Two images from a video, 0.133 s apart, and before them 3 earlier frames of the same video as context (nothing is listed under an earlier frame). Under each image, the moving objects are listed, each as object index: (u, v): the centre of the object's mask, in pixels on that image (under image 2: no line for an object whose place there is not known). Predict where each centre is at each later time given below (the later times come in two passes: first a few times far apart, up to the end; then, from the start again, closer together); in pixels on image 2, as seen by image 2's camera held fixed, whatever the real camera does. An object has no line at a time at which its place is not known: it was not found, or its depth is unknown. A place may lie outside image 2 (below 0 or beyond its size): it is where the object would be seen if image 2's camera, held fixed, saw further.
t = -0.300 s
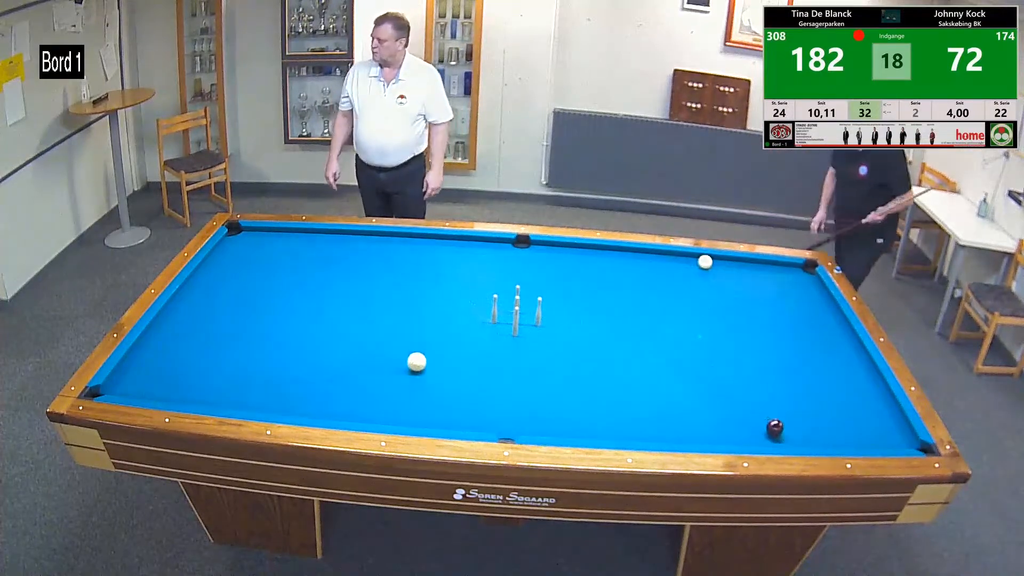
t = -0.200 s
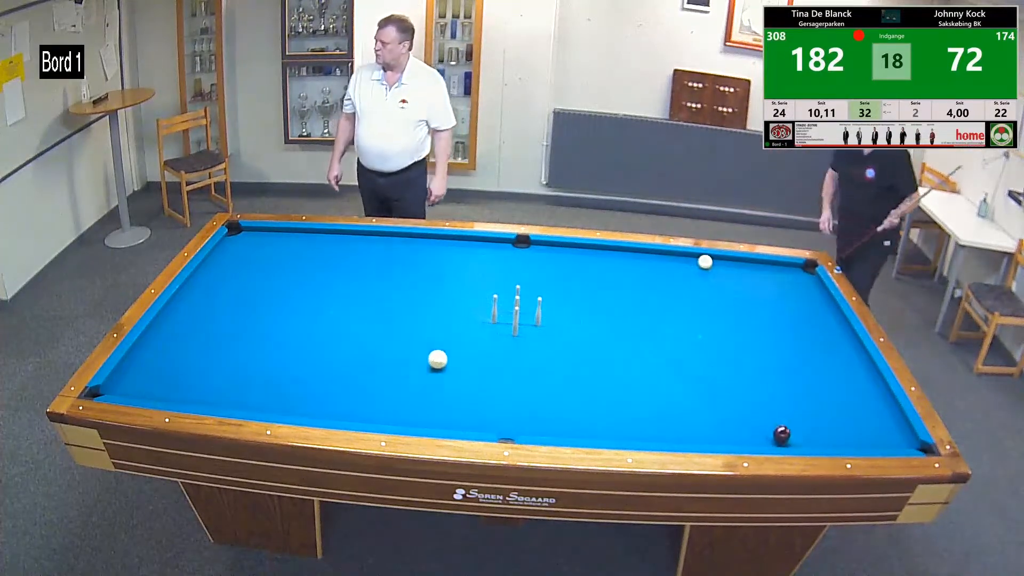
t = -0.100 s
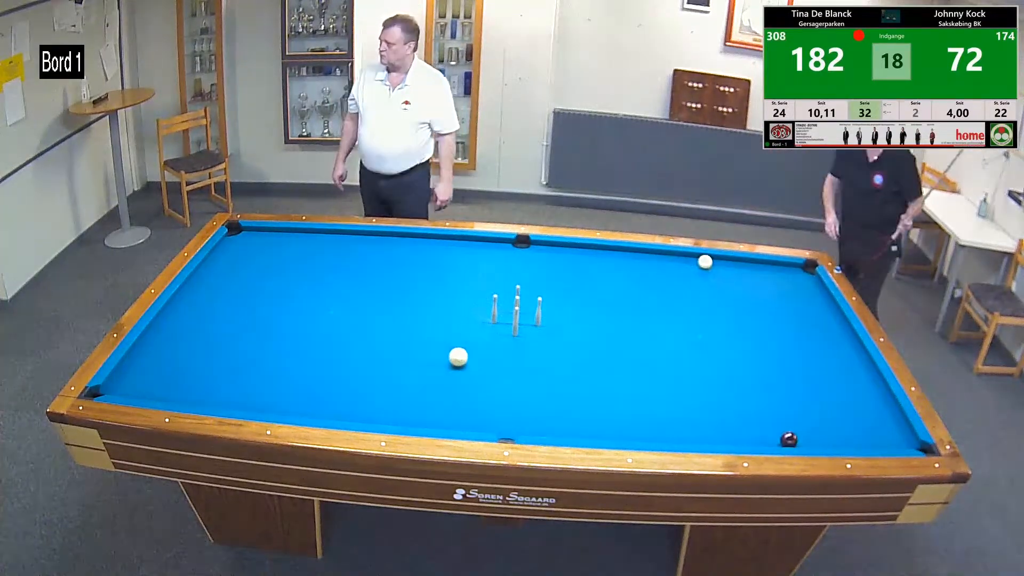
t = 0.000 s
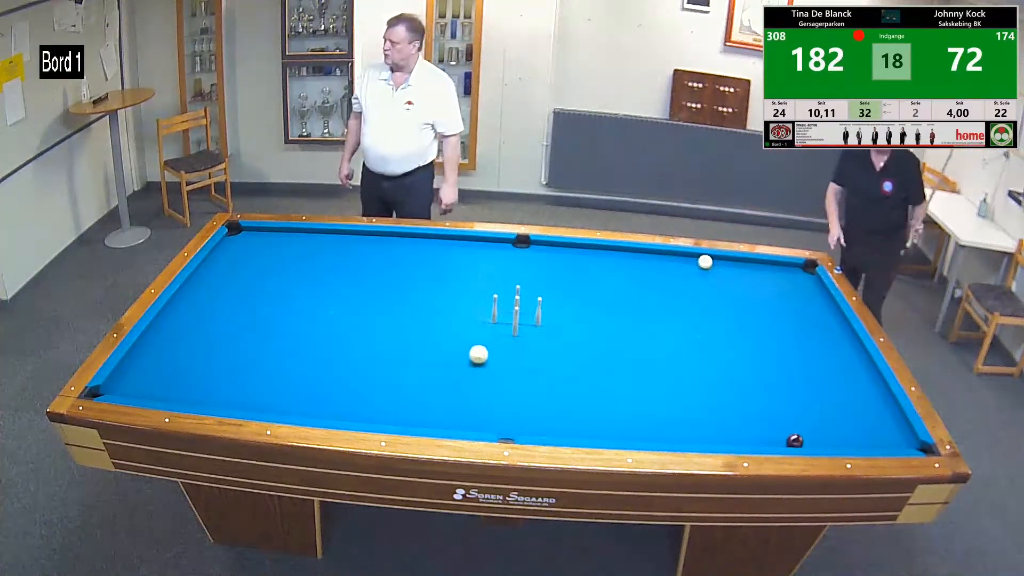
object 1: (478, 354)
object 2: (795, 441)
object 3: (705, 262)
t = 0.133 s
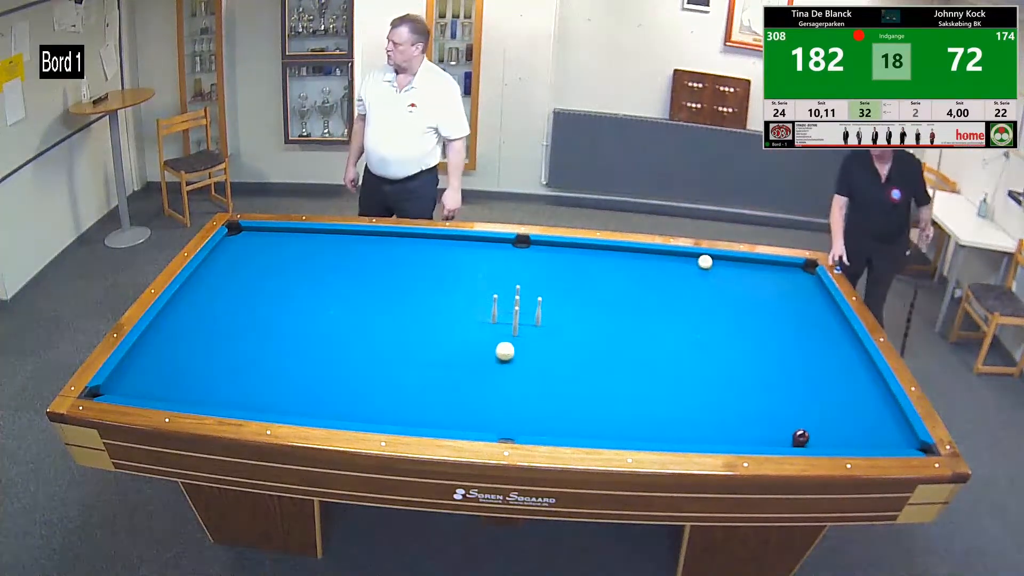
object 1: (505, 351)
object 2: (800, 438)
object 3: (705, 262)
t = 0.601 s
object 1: (591, 341)
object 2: (819, 424)
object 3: (705, 262)
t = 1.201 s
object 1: (686, 328)
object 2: (838, 407)
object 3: (705, 262)
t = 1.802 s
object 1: (764, 318)
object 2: (854, 393)
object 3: (705, 262)
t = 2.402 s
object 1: (828, 310)
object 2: (866, 382)
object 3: (705, 262)
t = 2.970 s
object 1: (797, 294)
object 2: (875, 375)
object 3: (705, 262)
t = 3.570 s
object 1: (753, 277)
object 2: (865, 369)
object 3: (705, 262)
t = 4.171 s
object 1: (718, 264)
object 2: (858, 365)
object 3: (702, 261)
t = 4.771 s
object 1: (712, 259)
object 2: (856, 363)
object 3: (680, 256)
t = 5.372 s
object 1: (709, 258)
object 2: (856, 362)
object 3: (665, 254)
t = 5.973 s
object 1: (709, 258)
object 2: (856, 362)
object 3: (656, 255)
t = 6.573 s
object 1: (709, 258)
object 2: (856, 362)
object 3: (649, 255)
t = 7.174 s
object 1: (709, 258)
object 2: (856, 362)
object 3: (646, 255)
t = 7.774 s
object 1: (709, 258)
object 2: (855, 362)
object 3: (645, 255)
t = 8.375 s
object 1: (709, 258)
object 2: (856, 363)
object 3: (645, 255)
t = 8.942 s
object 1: (709, 258)
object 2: (855, 362)
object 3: (645, 255)
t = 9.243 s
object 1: (709, 258)
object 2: (856, 362)
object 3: (645, 255)
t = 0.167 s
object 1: (511, 350)
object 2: (802, 438)
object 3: (705, 262)
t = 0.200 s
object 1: (518, 350)
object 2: (803, 437)
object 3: (705, 262)
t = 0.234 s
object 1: (524, 349)
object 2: (805, 437)
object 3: (705, 262)
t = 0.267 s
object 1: (530, 348)
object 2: (806, 435)
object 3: (705, 262)
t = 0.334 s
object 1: (543, 346)
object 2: (809, 432)
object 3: (705, 262)
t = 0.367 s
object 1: (549, 346)
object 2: (810, 431)
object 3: (705, 262)
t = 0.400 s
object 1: (555, 345)
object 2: (812, 430)
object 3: (705, 262)
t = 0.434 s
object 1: (561, 344)
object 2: (813, 429)
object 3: (705, 262)
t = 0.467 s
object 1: (567, 343)
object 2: (814, 428)
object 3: (705, 262)
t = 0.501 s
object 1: (573, 343)
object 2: (815, 427)
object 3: (705, 262)
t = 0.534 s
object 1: (579, 342)
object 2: (817, 425)
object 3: (705, 262)
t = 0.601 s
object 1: (591, 341)
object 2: (819, 424)
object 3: (705, 262)
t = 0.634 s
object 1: (596, 340)
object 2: (820, 422)
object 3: (705, 262)
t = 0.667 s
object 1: (602, 339)
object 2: (821, 421)
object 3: (705, 262)
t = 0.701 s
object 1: (608, 338)
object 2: (823, 420)
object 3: (705, 262)
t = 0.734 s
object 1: (613, 337)
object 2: (824, 419)
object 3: (705, 262)
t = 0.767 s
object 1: (619, 337)
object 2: (825, 418)
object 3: (705, 262)
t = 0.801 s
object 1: (624, 336)
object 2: (826, 418)
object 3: (705, 262)
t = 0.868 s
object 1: (635, 335)
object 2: (828, 416)
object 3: (705, 262)
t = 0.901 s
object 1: (640, 334)
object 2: (829, 415)
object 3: (705, 262)
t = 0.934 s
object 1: (646, 333)
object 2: (830, 414)
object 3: (705, 262)
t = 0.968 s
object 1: (651, 333)
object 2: (831, 413)
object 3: (705, 262)
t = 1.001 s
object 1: (656, 332)
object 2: (832, 412)
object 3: (705, 262)
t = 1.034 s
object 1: (661, 331)
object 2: (833, 411)
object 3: (705, 262)
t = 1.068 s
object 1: (666, 331)
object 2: (834, 410)
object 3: (705, 262)
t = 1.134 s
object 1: (676, 330)
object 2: (836, 408)
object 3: (705, 262)
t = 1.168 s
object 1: (681, 329)
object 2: (837, 407)
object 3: (705, 262)
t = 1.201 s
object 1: (686, 328)
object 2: (838, 407)
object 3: (705, 262)
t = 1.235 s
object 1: (691, 328)
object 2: (839, 406)
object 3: (705, 262)
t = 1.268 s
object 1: (695, 327)
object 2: (840, 405)
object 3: (705, 262)
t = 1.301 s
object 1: (700, 327)
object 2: (841, 404)
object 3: (705, 262)
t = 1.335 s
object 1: (704, 326)
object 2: (842, 403)
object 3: (705, 262)
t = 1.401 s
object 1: (714, 325)
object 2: (844, 402)
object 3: (705, 262)
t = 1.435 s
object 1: (718, 324)
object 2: (845, 401)
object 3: (705, 262)
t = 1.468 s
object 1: (722, 324)
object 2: (846, 400)
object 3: (705, 262)
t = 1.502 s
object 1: (727, 323)
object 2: (846, 400)
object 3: (705, 262)
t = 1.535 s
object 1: (731, 323)
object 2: (847, 399)
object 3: (705, 262)
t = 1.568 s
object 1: (736, 322)
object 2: (848, 398)
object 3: (705, 262)
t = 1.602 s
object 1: (740, 321)
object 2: (849, 397)
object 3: (705, 262)
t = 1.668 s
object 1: (748, 320)
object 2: (850, 396)
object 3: (705, 262)
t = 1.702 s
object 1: (752, 320)
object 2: (851, 395)
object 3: (705, 262)
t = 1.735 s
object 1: (756, 319)
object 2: (852, 395)
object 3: (705, 262)
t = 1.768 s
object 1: (760, 319)
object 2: (853, 394)
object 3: (705, 262)
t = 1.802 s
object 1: (764, 318)
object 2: (854, 393)
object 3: (705, 262)
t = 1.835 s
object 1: (768, 318)
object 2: (854, 393)
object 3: (705, 262)
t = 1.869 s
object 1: (772, 317)
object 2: (855, 392)
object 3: (705, 262)
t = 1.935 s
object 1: (779, 316)
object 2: (856, 391)
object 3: (705, 262)
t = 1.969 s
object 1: (783, 316)
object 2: (857, 390)
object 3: (705, 262)
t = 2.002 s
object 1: (787, 316)
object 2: (858, 389)
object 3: (705, 262)
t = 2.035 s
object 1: (791, 315)
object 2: (859, 389)
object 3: (705, 262)
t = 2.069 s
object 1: (794, 314)
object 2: (859, 388)
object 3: (705, 262)
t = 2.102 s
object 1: (798, 314)
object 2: (860, 387)
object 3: (705, 262)
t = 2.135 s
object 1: (801, 313)
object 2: (861, 387)
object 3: (705, 262)
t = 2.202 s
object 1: (808, 313)
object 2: (862, 386)
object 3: (705, 262)
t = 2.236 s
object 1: (812, 312)
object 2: (863, 385)
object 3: (705, 262)
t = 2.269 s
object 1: (815, 312)
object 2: (863, 385)
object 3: (705, 262)
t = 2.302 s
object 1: (818, 311)
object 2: (864, 384)
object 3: (705, 262)
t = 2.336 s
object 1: (822, 311)
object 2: (865, 383)
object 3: (705, 262)
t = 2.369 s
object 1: (825, 310)
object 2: (865, 383)
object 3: (705, 262)
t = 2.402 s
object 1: (828, 310)
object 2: (866, 382)
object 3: (705, 262)
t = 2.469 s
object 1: (834, 309)
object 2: (867, 382)
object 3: (705, 262)
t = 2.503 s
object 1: (835, 308)
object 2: (868, 381)
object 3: (705, 262)
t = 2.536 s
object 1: (832, 307)
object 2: (868, 380)
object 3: (705, 262)
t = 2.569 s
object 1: (829, 306)
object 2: (869, 380)
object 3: (705, 262)
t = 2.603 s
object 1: (826, 305)
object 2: (869, 379)
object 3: (705, 262)
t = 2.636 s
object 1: (823, 304)
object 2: (870, 379)
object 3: (705, 262)
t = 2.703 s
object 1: (818, 302)
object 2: (871, 378)
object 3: (705, 262)
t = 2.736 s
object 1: (816, 301)
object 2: (871, 377)
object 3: (705, 262)
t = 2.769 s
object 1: (813, 300)
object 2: (872, 377)
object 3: (705, 262)
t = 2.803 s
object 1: (810, 299)
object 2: (872, 376)
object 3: (705, 262)
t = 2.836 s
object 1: (807, 298)
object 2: (873, 376)
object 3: (705, 262)
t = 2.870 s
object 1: (805, 297)
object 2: (873, 376)
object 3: (705, 262)
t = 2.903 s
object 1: (802, 296)
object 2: (874, 375)
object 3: (705, 262)
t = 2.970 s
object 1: (797, 294)
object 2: (875, 375)
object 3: (705, 262)
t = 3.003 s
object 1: (794, 293)
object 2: (875, 374)
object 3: (705, 262)
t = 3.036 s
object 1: (792, 292)
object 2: (874, 374)
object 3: (705, 262)
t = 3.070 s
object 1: (789, 291)
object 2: (874, 374)
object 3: (705, 262)
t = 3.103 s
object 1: (787, 290)
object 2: (873, 373)
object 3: (705, 262)
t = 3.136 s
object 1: (784, 289)
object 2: (873, 373)
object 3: (705, 262)
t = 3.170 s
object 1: (782, 288)
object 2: (872, 372)
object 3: (705, 262)
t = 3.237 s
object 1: (777, 286)
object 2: (871, 372)
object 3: (705, 262)
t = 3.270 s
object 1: (775, 285)
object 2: (870, 372)
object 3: (705, 262)
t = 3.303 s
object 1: (772, 284)
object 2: (870, 371)
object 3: (705, 262)
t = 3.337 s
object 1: (770, 283)
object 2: (869, 371)
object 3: (705, 262)
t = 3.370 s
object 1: (767, 283)
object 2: (869, 371)
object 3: (705, 262)
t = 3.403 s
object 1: (765, 282)
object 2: (868, 370)
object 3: (705, 262)
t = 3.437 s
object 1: (763, 281)
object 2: (867, 370)
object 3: (705, 262)
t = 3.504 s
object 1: (758, 279)
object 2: (866, 369)
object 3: (705, 262)
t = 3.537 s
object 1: (755, 278)
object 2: (866, 369)
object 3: (705, 262)
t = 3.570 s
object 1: (753, 277)
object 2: (865, 369)
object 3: (705, 262)
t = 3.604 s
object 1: (751, 276)
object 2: (864, 368)
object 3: (705, 262)
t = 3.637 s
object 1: (749, 276)
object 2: (864, 368)
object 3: (705, 262)
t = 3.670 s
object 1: (746, 275)
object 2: (864, 368)
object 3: (705, 262)
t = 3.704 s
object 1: (744, 274)
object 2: (863, 368)
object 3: (705, 262)
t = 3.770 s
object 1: (740, 272)
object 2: (863, 367)
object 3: (705, 262)
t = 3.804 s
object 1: (737, 272)
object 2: (862, 367)
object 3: (705, 262)
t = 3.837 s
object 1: (735, 271)
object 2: (862, 367)
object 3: (705, 262)
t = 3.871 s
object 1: (733, 270)
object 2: (861, 367)
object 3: (705, 262)
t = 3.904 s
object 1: (731, 269)
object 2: (861, 366)
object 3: (705, 262)
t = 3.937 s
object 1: (728, 268)
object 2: (860, 366)
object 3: (705, 262)
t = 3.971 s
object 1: (726, 268)
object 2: (860, 366)
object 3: (705, 262)
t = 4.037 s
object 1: (722, 266)
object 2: (860, 365)
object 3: (705, 262)
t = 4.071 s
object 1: (720, 265)
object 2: (860, 365)
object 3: (705, 262)
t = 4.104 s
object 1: (718, 265)
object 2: (859, 365)
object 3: (705, 262)
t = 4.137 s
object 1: (718, 264)
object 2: (859, 365)
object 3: (703, 261)
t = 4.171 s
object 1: (718, 264)
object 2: (858, 365)
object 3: (702, 261)
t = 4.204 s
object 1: (717, 264)
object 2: (858, 365)
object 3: (700, 261)
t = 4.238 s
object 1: (717, 263)
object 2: (858, 365)
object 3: (699, 260)
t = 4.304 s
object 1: (716, 263)
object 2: (858, 364)
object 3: (697, 260)
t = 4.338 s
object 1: (716, 262)
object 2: (858, 364)
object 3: (695, 259)
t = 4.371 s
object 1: (715, 262)
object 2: (857, 364)
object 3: (694, 259)
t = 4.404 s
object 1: (715, 262)
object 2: (857, 364)
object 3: (693, 259)
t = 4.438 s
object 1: (715, 261)
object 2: (857, 364)
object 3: (692, 258)
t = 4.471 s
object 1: (714, 261)
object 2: (857, 364)
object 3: (691, 258)
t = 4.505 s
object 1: (714, 261)
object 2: (857, 364)
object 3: (689, 258)
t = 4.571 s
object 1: (713, 261)
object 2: (857, 363)
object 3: (687, 257)
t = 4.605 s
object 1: (713, 260)
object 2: (857, 363)
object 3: (686, 257)
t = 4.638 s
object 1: (713, 260)
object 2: (856, 363)
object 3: (685, 257)
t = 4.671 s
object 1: (713, 260)
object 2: (856, 363)
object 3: (684, 256)
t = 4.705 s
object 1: (712, 259)
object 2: (856, 363)
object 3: (682, 256)
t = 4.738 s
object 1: (712, 259)
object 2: (856, 363)
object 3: (681, 256)
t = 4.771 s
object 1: (712, 259)
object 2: (856, 363)
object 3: (680, 256)
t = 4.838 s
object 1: (711, 258)
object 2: (856, 363)
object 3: (678, 255)
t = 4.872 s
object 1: (711, 258)
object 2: (856, 363)
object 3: (677, 255)
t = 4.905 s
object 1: (711, 258)
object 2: (856, 363)
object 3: (676, 255)
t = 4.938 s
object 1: (711, 258)
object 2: (856, 362)
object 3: (675, 254)
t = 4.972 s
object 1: (710, 258)
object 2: (856, 362)
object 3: (674, 254)
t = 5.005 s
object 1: (710, 257)
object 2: (856, 362)
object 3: (673, 254)
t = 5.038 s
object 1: (710, 257)
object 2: (856, 362)
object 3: (672, 254)
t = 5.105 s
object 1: (710, 257)
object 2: (856, 362)
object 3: (671, 254)
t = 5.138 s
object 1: (710, 257)
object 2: (856, 362)
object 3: (670, 254)
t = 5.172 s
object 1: (709, 257)
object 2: (856, 362)
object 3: (669, 254)
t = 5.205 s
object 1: (709, 257)
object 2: (856, 362)
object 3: (668, 254)
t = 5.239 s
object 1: (709, 257)
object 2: (856, 362)
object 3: (668, 254)
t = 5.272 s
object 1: (709, 257)
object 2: (856, 362)
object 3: (667, 254)
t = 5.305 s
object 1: (709, 257)
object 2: (856, 362)
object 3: (667, 254)
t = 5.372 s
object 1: (709, 258)
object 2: (856, 362)
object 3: (665, 254)
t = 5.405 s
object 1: (709, 258)
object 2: (856, 362)
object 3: (664, 254)
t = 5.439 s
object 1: (709, 258)
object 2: (856, 362)
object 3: (664, 254)
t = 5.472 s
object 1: (709, 258)
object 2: (856, 362)
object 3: (663, 254)
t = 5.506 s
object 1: (709, 258)
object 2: (856, 362)
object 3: (663, 254)
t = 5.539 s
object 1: (709, 258)
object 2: (856, 362)
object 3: (662, 254)
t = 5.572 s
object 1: (709, 258)
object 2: (856, 362)
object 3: (662, 254)
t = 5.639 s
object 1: (709, 258)
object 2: (856, 362)
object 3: (661, 254)
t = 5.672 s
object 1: (709, 258)
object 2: (856, 362)
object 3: (660, 254)
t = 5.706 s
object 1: (709, 258)
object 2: (856, 362)
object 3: (659, 254)
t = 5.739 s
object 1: (709, 258)
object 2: (856, 362)
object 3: (659, 254)
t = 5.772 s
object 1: (709, 258)
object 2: (856, 362)
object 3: (658, 254)
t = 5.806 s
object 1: (709, 258)
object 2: (856, 362)
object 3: (658, 254)
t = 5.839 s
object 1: (709, 258)
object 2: (856, 362)
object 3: (657, 255)
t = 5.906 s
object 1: (709, 258)
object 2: (856, 362)
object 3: (657, 255)
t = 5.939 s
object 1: (709, 258)
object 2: (856, 362)
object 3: (656, 255)
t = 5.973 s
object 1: (709, 258)
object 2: (856, 362)
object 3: (656, 255)
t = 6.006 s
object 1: (709, 258)
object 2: (856, 362)
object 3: (655, 255)
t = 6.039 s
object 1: (709, 258)
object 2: (856, 362)
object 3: (655, 255)
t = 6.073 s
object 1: (709, 258)
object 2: (856, 362)
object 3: (654, 255)
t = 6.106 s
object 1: (709, 258)
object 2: (856, 362)
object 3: (654, 255)
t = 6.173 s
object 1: (709, 258)
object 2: (856, 362)
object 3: (653, 255)
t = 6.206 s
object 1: (709, 258)
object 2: (856, 362)
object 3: (653, 255)
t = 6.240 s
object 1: (709, 258)
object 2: (855, 362)
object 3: (652, 255)
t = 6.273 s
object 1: (709, 258)
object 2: (855, 362)
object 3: (652, 255)
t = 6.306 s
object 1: (709, 258)
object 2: (856, 362)
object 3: (652, 255)
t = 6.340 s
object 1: (709, 258)
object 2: (856, 362)
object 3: (651, 255)
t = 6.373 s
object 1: (709, 258)
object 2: (856, 362)
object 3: (651, 255)
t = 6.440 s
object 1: (709, 258)
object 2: (855, 362)
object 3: (650, 255)
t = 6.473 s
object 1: (709, 258)
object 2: (855, 362)
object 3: (650, 255)
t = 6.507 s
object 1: (709, 258)
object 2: (855, 362)
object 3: (650, 255)
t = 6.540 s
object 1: (709, 258)
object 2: (855, 362)
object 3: (649, 255)
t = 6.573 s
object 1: (709, 258)
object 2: (856, 362)
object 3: (649, 255)
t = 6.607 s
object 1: (709, 258)
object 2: (855, 362)
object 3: (649, 255)
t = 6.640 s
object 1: (709, 258)
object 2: (855, 362)
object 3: (649, 255)
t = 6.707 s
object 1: (709, 258)
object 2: (855, 362)
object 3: (648, 255)
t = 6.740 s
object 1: (709, 258)
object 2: (855, 362)
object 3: (648, 255)
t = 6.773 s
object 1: (709, 258)
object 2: (856, 363)
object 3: (648, 255)
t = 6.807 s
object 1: (709, 258)
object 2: (856, 362)
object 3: (647, 255)
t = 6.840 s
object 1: (709, 258)
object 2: (856, 363)
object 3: (647, 255)
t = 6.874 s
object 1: (709, 258)
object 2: (855, 362)
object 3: (647, 255)
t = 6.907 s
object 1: (709, 258)
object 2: (855, 362)
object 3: (647, 255)
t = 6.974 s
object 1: (709, 258)
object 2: (856, 362)
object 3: (647, 255)
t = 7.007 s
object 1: (709, 258)
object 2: (856, 362)
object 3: (646, 255)
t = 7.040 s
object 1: (709, 258)
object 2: (856, 362)
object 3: (646, 255)
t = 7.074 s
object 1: (709, 258)
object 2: (856, 362)
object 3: (646, 255)
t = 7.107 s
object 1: (709, 258)
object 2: (856, 362)
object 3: (646, 255)
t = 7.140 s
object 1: (709, 258)
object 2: (856, 362)
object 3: (646, 255)
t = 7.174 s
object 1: (709, 258)
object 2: (856, 362)
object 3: (646, 255)
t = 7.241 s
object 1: (709, 258)
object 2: (856, 362)
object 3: (646, 255)
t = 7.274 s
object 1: (709, 258)
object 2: (856, 362)
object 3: (645, 255)
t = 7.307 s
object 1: (709, 258)
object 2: (856, 362)
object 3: (645, 255)
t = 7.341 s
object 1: (709, 258)
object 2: (855, 362)
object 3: (645, 255)
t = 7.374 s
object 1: (709, 258)
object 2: (855, 362)
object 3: (645, 255)
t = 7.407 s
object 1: (709, 258)
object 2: (855, 362)
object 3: (645, 255)
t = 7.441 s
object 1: (709, 258)
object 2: (855, 362)
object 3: (645, 255)
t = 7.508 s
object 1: (709, 258)
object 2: (855, 362)
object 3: (645, 255)
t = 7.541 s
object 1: (709, 258)
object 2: (855, 362)
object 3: (645, 255)
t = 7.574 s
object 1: (709, 258)
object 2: (855, 362)
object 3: (645, 255)
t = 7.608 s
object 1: (709, 258)
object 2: (855, 362)
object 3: (645, 255)
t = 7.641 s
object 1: (709, 258)
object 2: (855, 362)
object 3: (645, 255)
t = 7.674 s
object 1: (709, 258)
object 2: (855, 362)
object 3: (645, 255)
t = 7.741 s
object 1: (709, 258)
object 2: (855, 362)
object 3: (645, 255)
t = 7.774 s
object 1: (709, 258)
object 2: (855, 362)
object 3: (645, 255)
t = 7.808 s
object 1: (709, 258)
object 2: (855, 362)
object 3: (645, 255)
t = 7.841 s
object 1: (709, 258)
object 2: (855, 362)
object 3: (645, 255)
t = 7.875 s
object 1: (709, 258)
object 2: (855, 362)
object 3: (645, 255)
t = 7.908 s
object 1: (709, 258)
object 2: (855, 362)
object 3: (645, 255)
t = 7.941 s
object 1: (709, 258)
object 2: (855, 362)
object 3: (645, 255)
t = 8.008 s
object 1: (709, 258)
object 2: (855, 362)
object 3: (645, 255)
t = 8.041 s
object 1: (709, 258)
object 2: (855, 362)
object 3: (645, 255)
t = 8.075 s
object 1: (709, 258)
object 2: (855, 362)
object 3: (645, 255)
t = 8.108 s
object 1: (709, 258)
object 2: (855, 362)
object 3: (645, 255)
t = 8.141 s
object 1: (709, 258)
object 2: (855, 362)
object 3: (645, 255)
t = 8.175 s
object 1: (709, 258)
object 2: (856, 363)
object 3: (645, 255)
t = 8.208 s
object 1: (709, 258)
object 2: (855, 362)
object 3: (645, 255)
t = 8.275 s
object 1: (709, 258)
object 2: (855, 362)
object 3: (645, 255)
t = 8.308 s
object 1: (709, 258)
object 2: (855, 362)
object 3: (645, 255)
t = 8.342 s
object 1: (709, 258)
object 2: (855, 362)
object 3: (645, 255)
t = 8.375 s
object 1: (709, 258)
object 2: (856, 363)
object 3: (645, 255)
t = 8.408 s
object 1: (709, 258)
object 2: (855, 362)
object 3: (645, 255)
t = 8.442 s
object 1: (709, 258)
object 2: (855, 362)
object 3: (645, 255)
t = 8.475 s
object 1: (709, 258)
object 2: (855, 362)
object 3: (645, 255)
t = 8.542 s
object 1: (709, 258)
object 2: (855, 362)
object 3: (645, 255)
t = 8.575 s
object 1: (709, 258)
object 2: (856, 362)
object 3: (645, 255)
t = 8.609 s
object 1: (709, 258)
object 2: (855, 362)
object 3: (645, 255)
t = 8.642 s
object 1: (709, 258)
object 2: (856, 362)
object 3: (645, 255)
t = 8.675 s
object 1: (709, 258)
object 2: (856, 362)
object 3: (645, 255)
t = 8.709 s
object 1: (709, 258)
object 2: (856, 362)
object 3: (645, 255)
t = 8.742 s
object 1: (709, 258)
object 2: (856, 362)
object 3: (645, 255)
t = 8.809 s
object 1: (709, 258)
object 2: (856, 362)
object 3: (645, 255)
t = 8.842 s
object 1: (709, 258)
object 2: (856, 362)
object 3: (645, 255)
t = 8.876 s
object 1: (709, 258)
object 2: (856, 362)
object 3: (645, 255)
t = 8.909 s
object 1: (709, 258)
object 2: (855, 362)
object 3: (645, 255)
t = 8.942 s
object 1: (709, 258)
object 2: (855, 362)
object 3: (645, 255)
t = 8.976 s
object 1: (709, 258)
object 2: (856, 362)
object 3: (645, 255)
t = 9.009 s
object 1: (709, 258)
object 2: (856, 363)
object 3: (645, 255)
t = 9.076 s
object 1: (709, 258)
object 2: (856, 362)
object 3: (645, 255)
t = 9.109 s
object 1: (709, 258)
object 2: (856, 362)
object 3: (645, 255)
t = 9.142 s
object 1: (709, 258)
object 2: (856, 362)
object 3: (645, 255)
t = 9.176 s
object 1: (709, 258)
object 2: (856, 362)
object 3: (645, 255)
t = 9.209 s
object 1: (709, 258)
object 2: (856, 362)
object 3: (645, 255)
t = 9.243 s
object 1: (709, 258)
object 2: (856, 362)
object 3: (645, 255)
